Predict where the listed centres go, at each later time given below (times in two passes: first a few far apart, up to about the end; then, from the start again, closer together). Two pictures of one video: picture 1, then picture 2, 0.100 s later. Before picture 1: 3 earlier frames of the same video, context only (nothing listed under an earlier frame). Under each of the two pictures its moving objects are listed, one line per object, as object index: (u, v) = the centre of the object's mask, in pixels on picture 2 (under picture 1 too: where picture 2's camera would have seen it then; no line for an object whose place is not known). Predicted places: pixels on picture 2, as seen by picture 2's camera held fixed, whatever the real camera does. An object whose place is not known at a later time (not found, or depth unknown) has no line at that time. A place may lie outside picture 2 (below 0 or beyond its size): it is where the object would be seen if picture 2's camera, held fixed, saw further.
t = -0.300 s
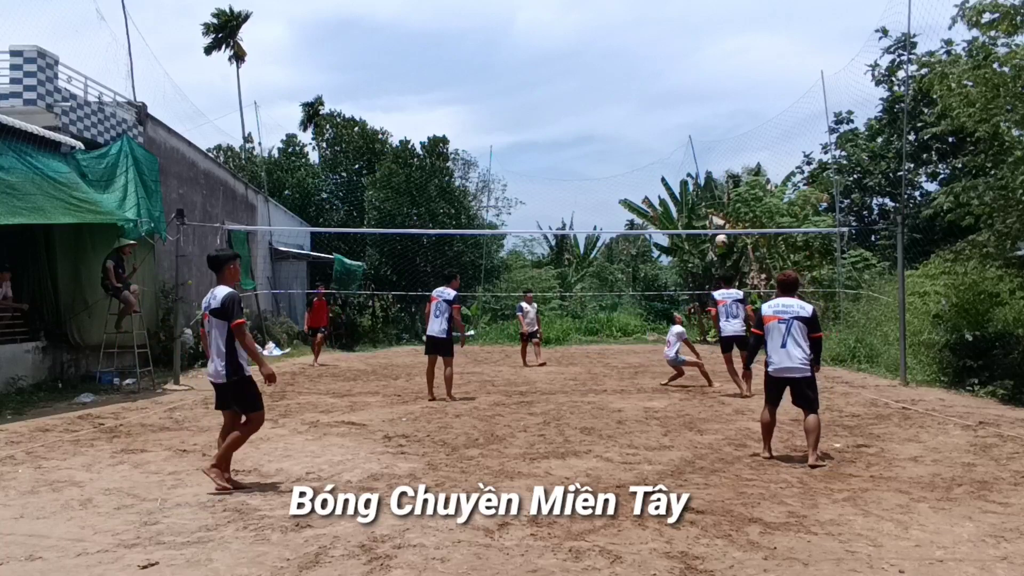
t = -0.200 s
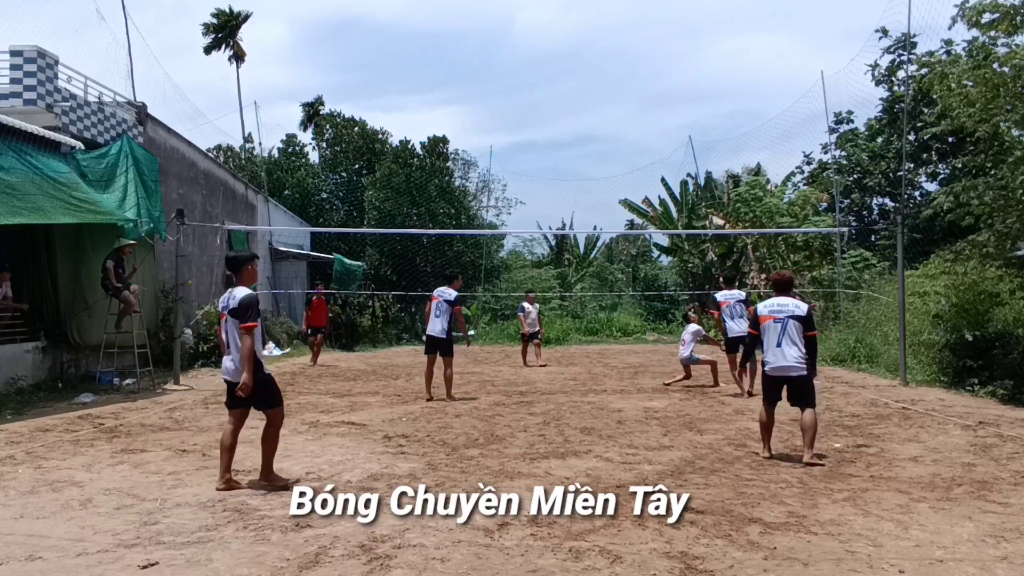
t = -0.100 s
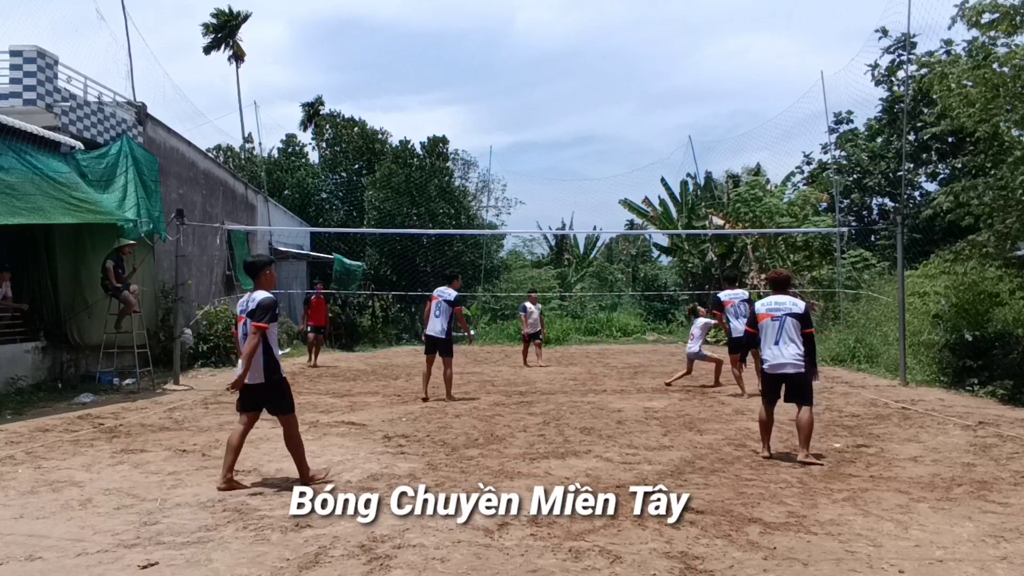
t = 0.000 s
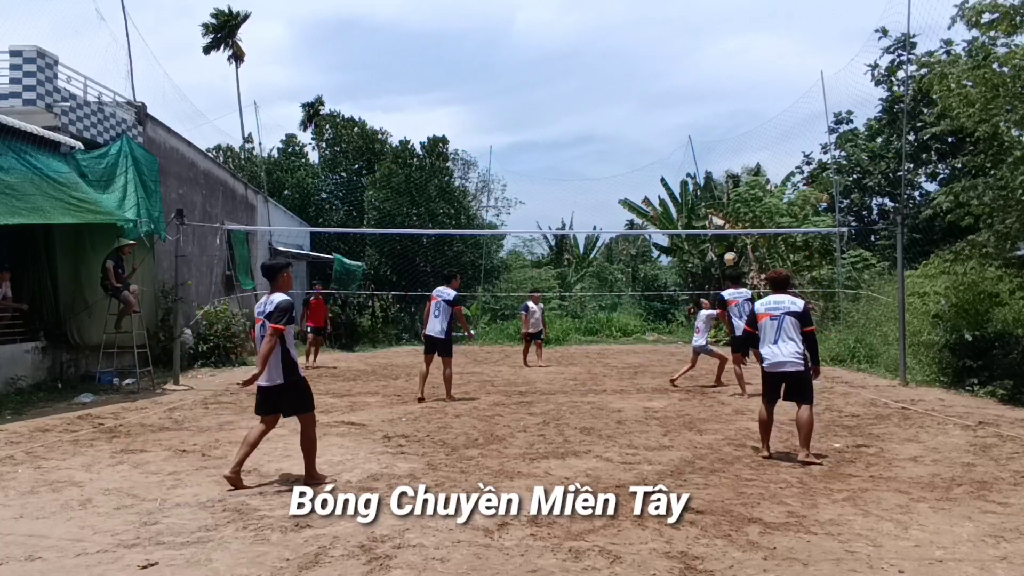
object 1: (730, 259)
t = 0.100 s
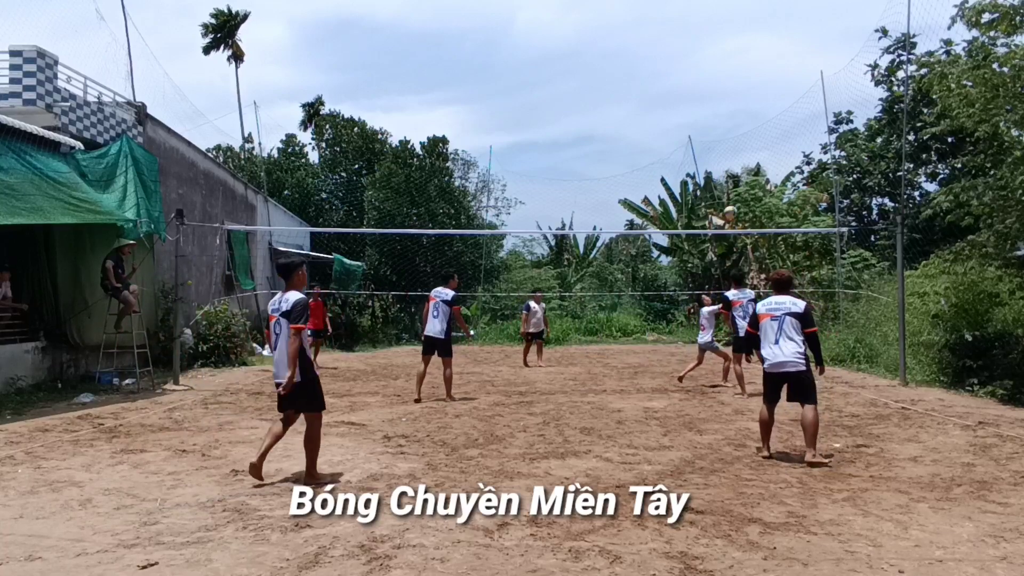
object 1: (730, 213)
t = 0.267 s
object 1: (731, 150)
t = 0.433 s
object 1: (733, 106)
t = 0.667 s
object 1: (737, 73)
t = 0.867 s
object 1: (740, 71)
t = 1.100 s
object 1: (744, 97)
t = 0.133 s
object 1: (730, 199)
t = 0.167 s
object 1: (730, 186)
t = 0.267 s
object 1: (731, 150)
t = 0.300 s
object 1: (731, 140)
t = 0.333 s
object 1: (732, 131)
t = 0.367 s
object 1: (733, 122)
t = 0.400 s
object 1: (733, 114)
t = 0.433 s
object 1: (733, 106)
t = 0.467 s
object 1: (734, 99)
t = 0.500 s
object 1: (734, 93)
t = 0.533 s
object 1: (735, 88)
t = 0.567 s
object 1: (736, 83)
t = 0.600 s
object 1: (736, 79)
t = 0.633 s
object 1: (736, 76)
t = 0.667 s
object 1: (737, 73)
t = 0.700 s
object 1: (738, 71)
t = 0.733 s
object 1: (738, 70)
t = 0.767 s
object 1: (739, 69)
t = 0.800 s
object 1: (739, 69)
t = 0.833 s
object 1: (739, 69)
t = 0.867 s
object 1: (740, 71)
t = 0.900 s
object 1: (741, 72)
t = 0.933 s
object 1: (741, 75)
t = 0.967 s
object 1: (742, 78)
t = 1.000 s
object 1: (743, 82)
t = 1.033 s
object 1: (743, 87)
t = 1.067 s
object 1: (744, 91)
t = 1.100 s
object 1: (744, 97)
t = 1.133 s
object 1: (745, 103)
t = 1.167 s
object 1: (746, 110)
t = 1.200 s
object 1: (746, 118)
